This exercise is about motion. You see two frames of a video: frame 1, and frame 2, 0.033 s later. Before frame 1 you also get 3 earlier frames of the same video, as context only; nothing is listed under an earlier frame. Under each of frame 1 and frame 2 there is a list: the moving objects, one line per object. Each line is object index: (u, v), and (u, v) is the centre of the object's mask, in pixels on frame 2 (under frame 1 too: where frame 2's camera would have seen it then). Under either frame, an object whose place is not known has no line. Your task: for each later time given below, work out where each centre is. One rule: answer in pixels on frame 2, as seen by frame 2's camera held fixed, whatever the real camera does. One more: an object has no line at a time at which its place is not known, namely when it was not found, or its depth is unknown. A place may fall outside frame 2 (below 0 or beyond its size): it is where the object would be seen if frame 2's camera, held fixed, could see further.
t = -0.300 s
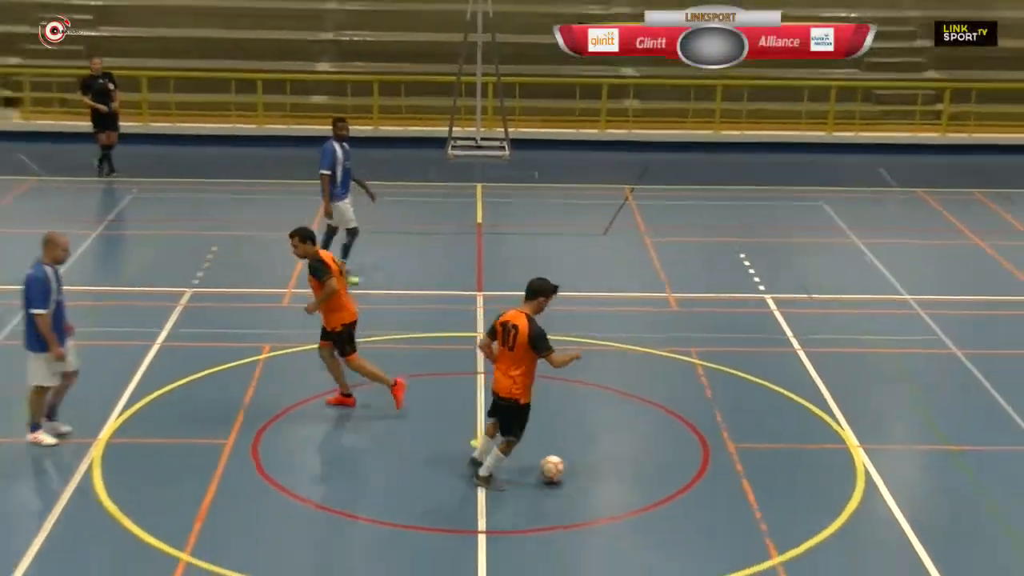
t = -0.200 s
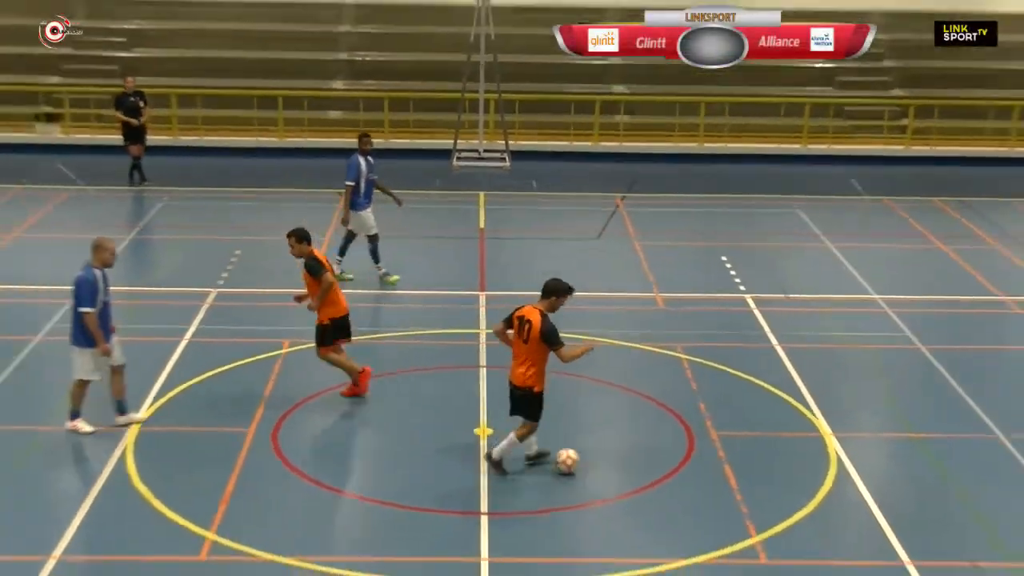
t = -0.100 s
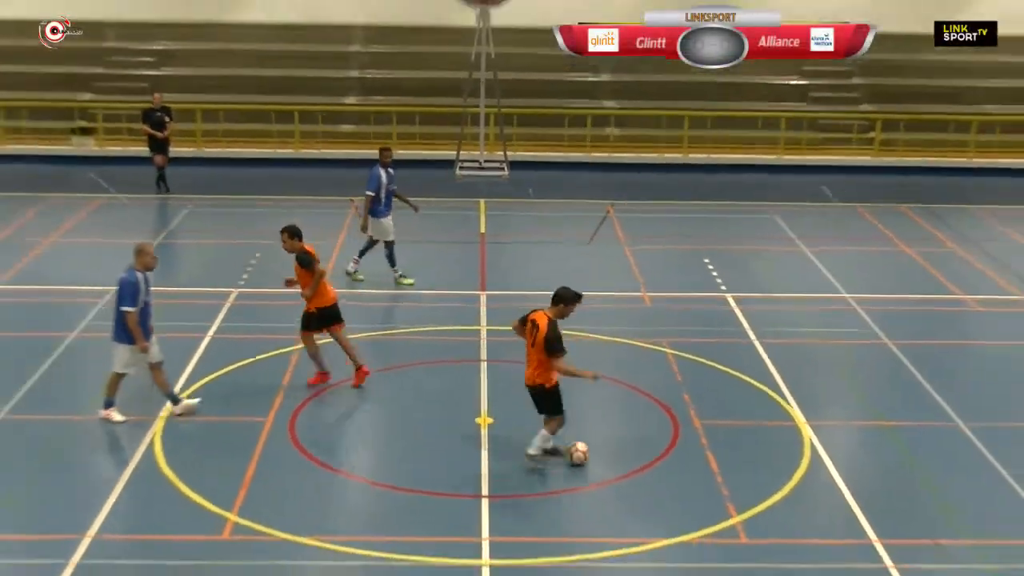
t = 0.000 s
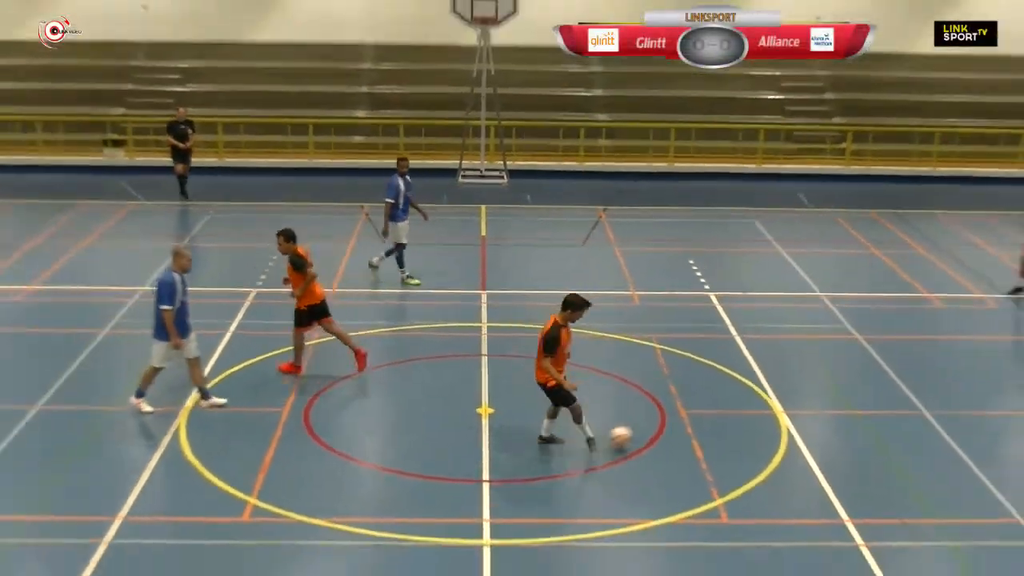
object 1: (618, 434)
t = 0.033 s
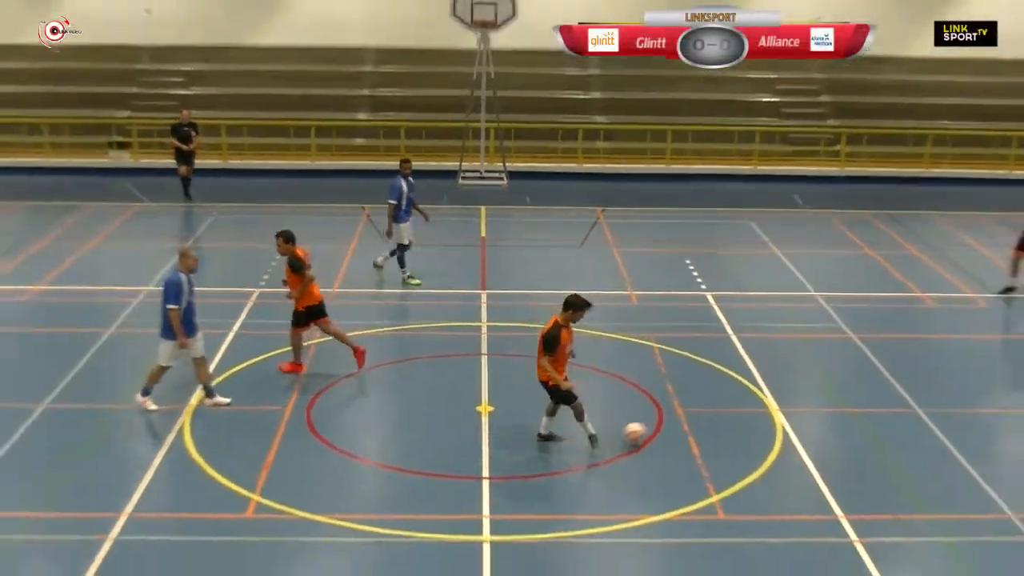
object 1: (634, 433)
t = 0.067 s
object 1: (669, 430)
